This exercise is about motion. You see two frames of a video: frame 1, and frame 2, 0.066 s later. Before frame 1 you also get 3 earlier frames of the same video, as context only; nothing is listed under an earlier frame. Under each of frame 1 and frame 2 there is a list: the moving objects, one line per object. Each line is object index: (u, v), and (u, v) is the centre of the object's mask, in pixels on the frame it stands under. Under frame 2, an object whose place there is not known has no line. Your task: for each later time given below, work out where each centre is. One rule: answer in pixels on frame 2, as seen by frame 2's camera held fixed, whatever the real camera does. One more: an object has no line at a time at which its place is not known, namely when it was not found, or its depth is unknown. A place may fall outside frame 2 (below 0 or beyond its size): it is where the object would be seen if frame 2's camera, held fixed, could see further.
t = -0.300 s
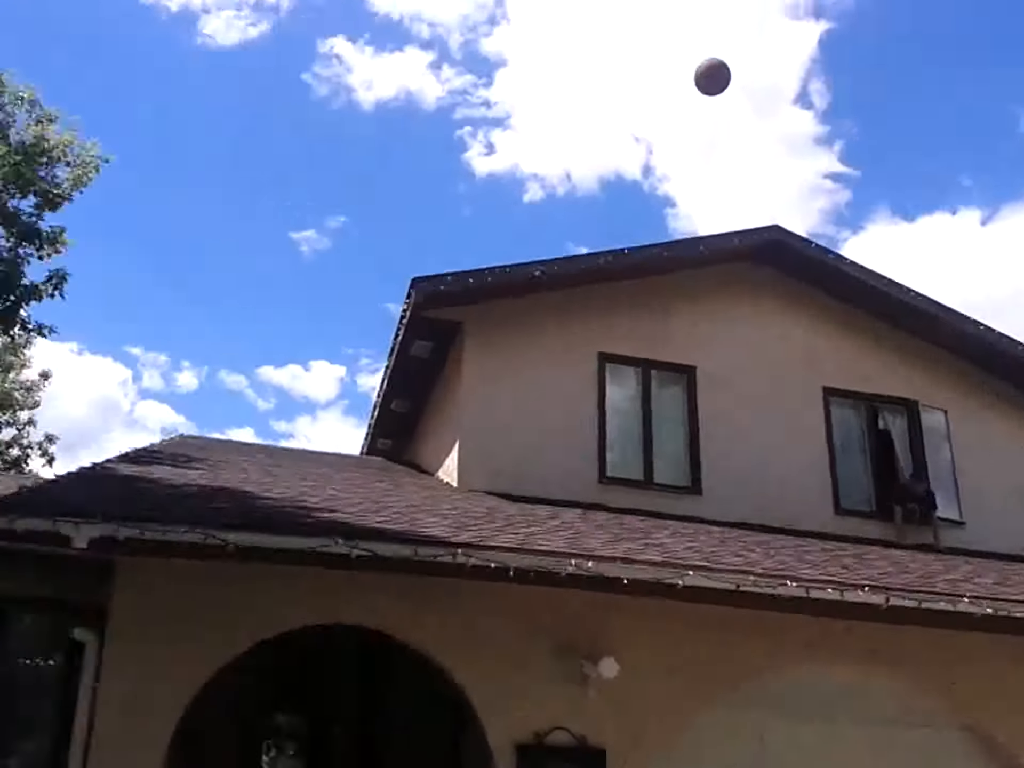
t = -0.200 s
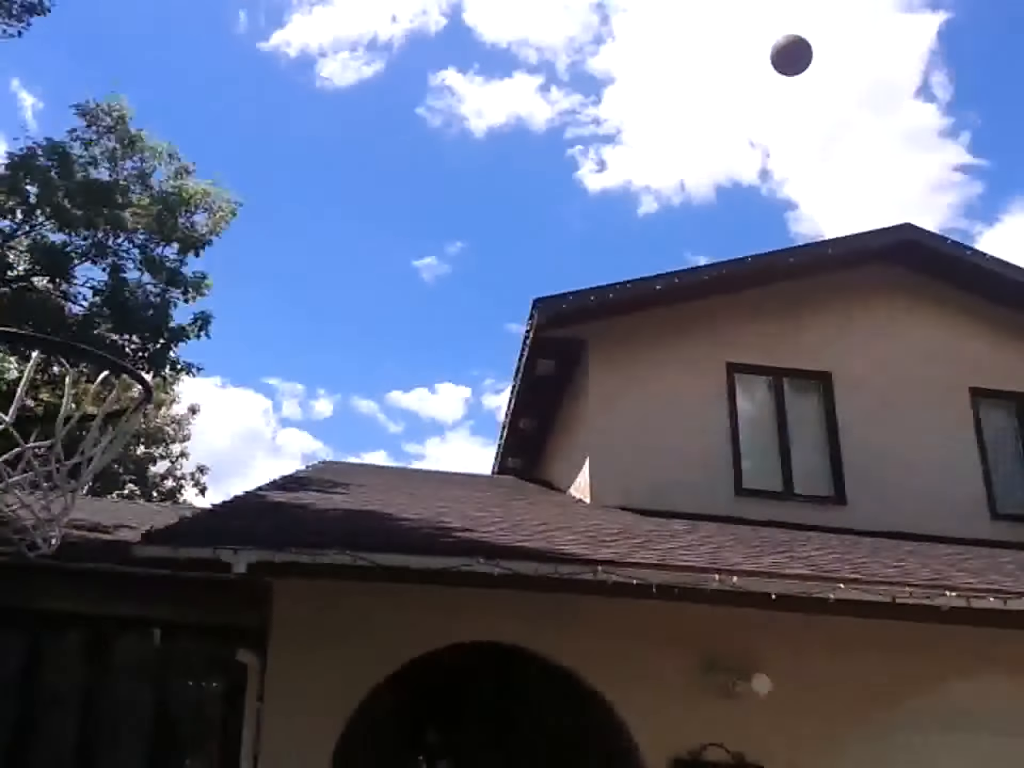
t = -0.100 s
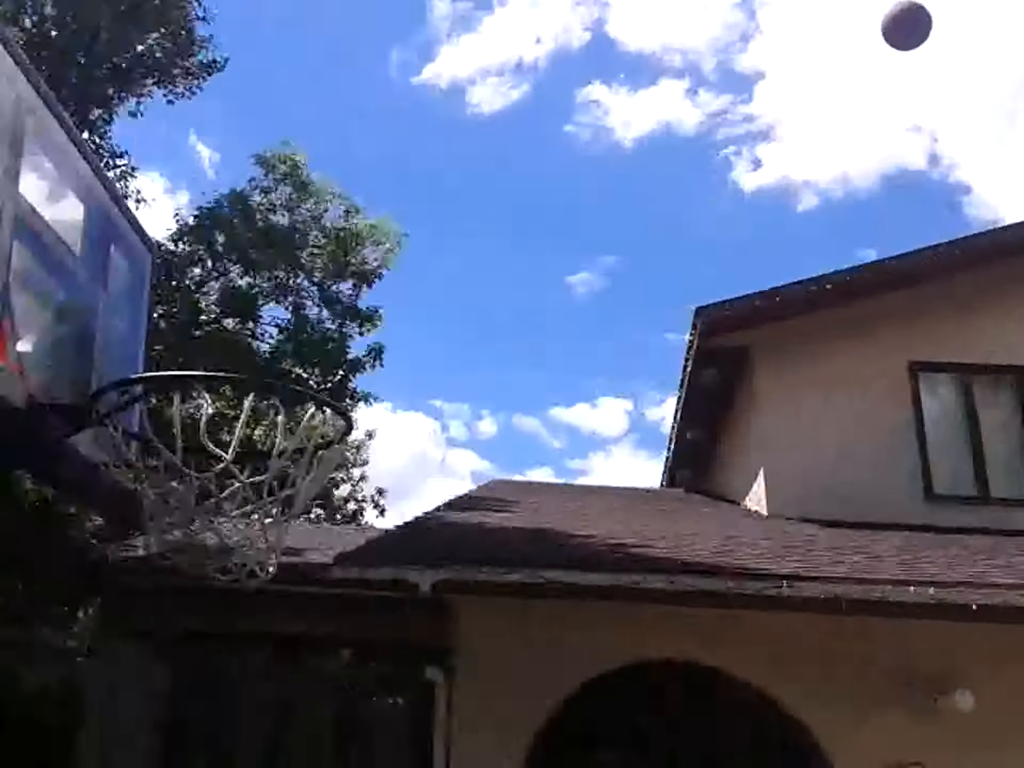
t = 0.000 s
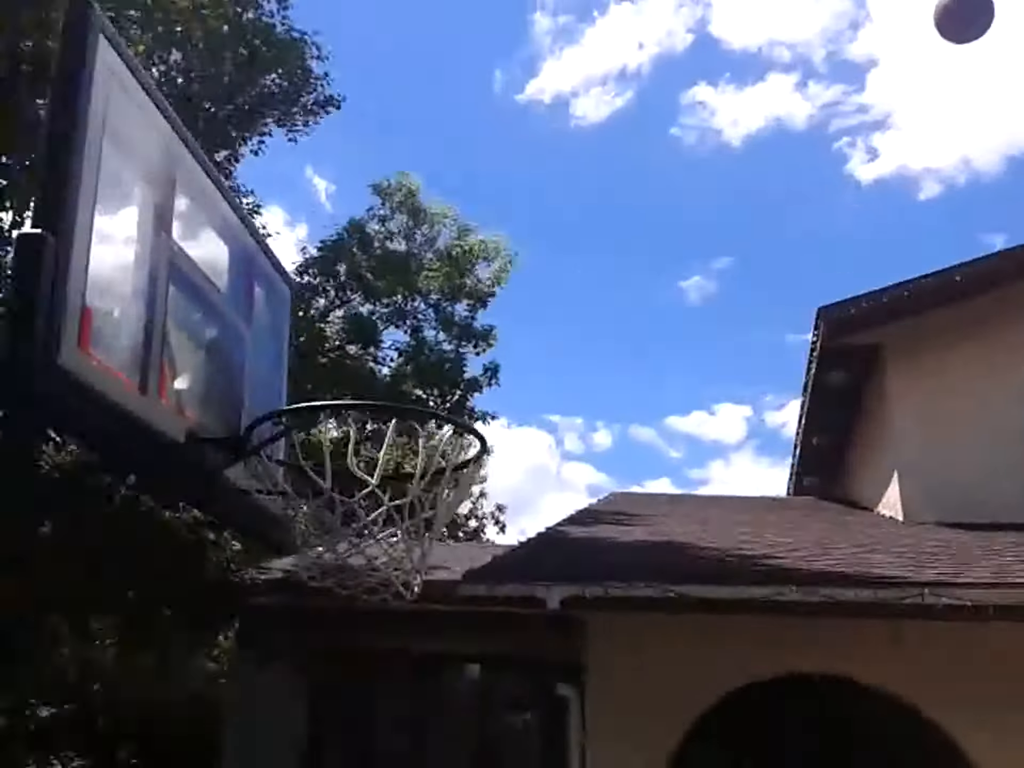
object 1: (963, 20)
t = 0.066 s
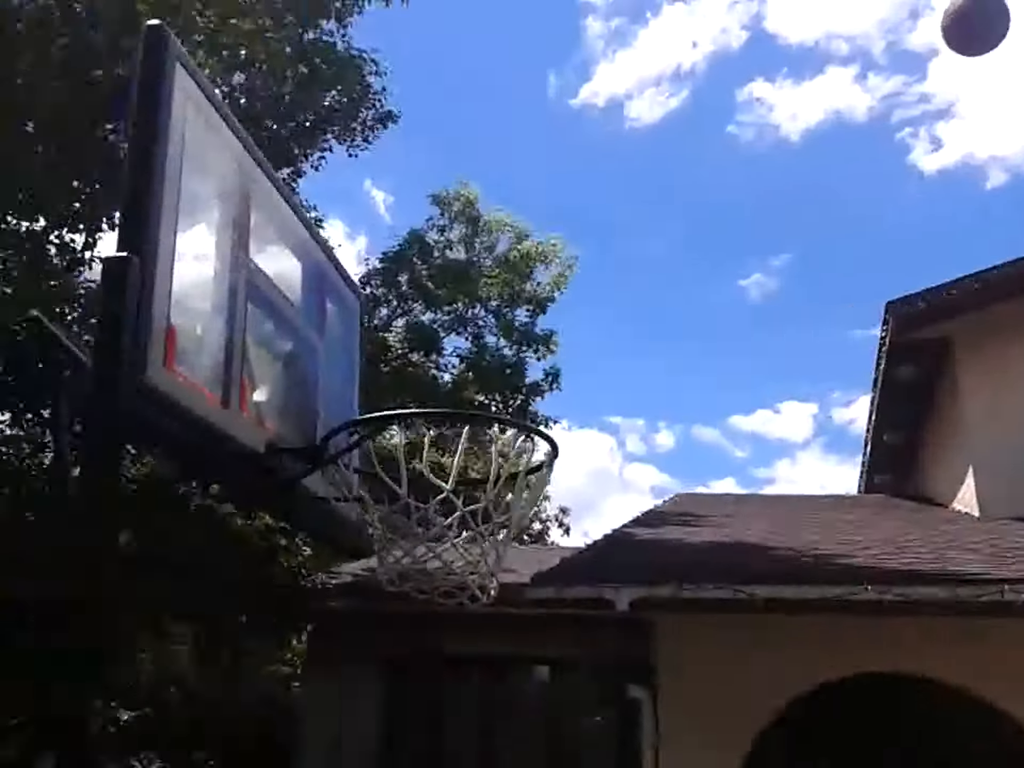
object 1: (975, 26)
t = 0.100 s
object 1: (942, 41)
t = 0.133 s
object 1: (906, 62)
